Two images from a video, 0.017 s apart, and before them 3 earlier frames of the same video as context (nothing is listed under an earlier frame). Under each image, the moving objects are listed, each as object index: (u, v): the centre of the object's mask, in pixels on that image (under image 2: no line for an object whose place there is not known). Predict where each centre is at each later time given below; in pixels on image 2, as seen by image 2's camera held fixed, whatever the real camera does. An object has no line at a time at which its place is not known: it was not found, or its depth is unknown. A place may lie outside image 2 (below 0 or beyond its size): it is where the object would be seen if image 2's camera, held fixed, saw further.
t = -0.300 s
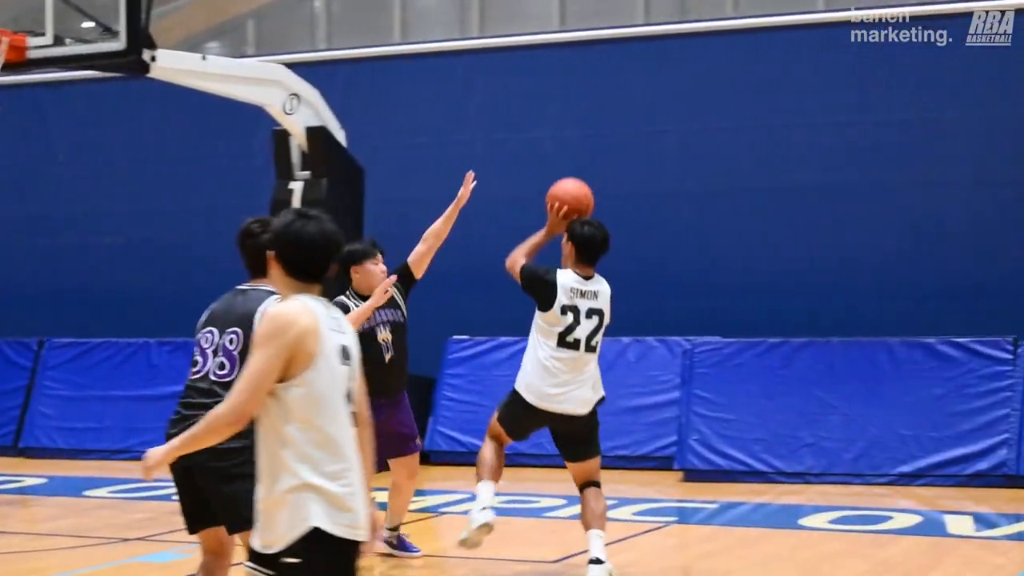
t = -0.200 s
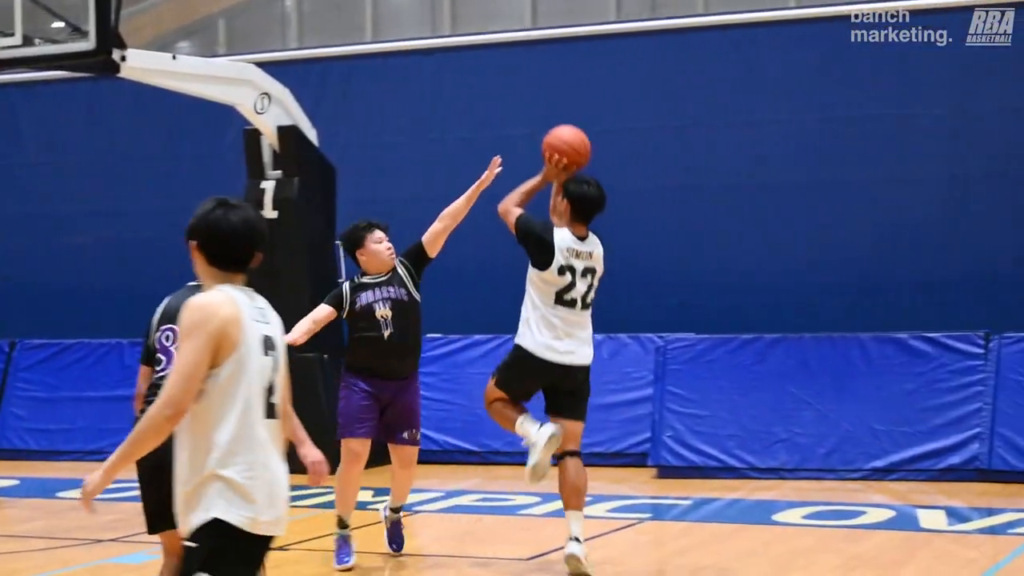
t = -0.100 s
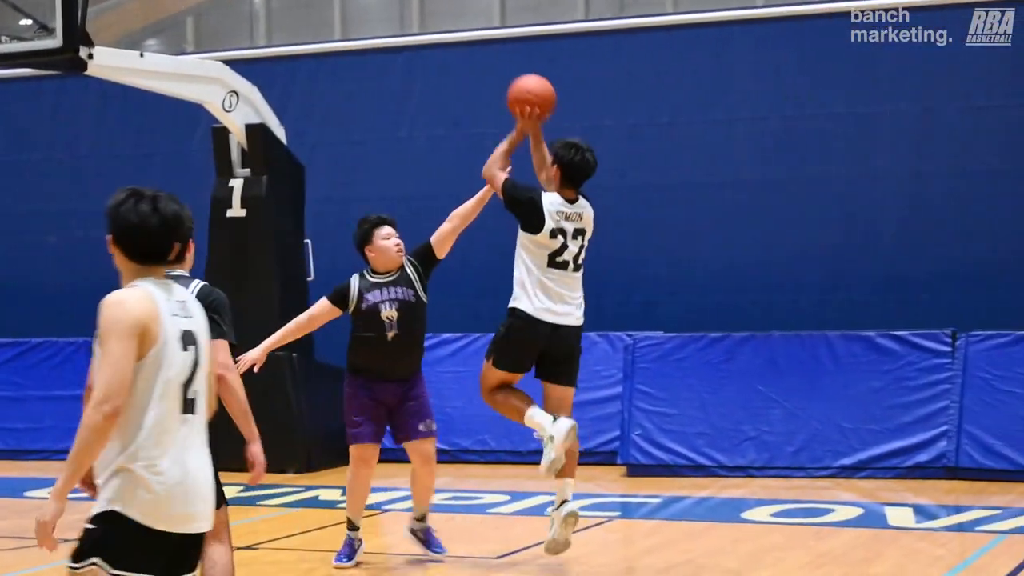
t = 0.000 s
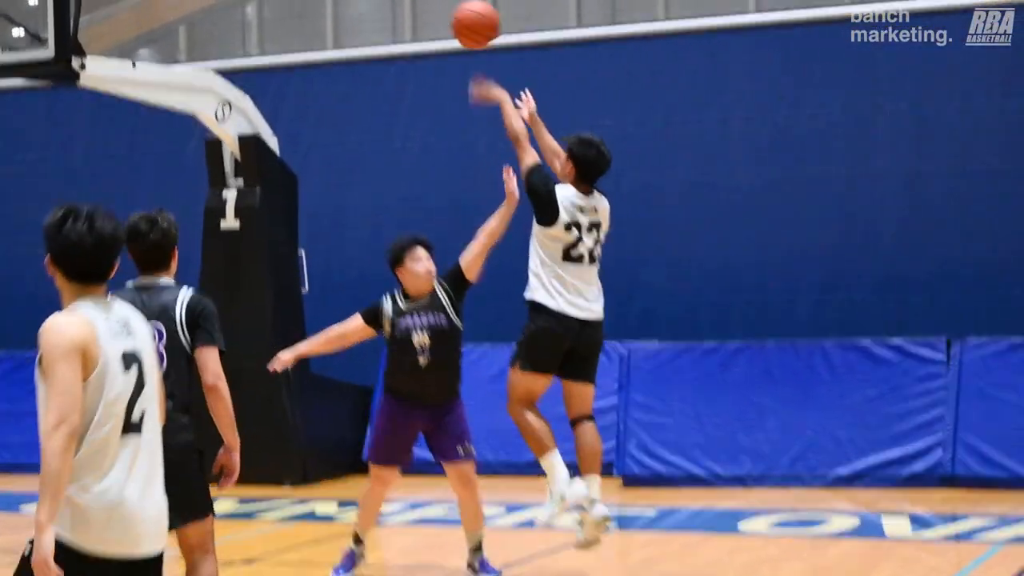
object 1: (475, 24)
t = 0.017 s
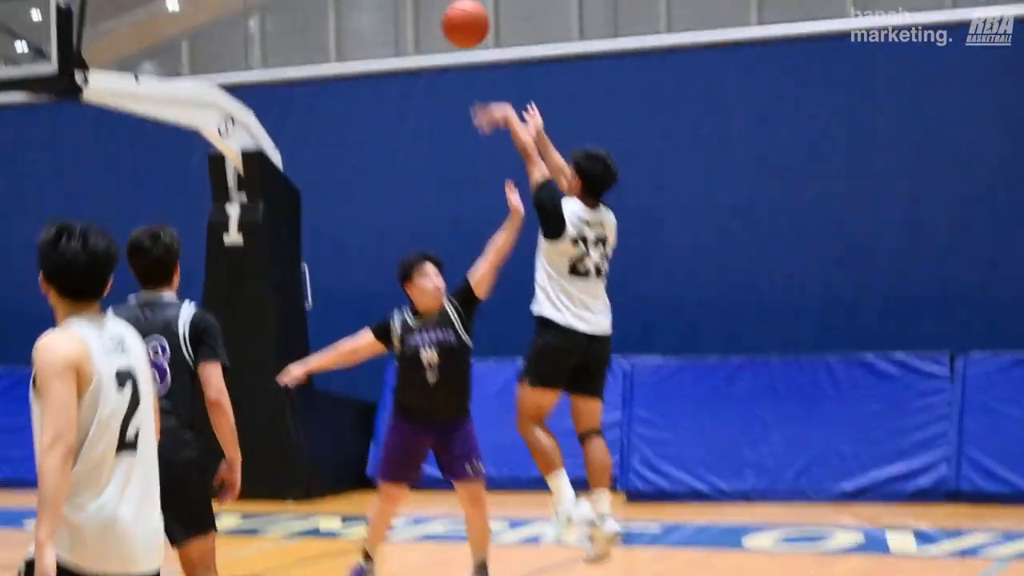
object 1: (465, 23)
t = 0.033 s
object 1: (451, 7)
